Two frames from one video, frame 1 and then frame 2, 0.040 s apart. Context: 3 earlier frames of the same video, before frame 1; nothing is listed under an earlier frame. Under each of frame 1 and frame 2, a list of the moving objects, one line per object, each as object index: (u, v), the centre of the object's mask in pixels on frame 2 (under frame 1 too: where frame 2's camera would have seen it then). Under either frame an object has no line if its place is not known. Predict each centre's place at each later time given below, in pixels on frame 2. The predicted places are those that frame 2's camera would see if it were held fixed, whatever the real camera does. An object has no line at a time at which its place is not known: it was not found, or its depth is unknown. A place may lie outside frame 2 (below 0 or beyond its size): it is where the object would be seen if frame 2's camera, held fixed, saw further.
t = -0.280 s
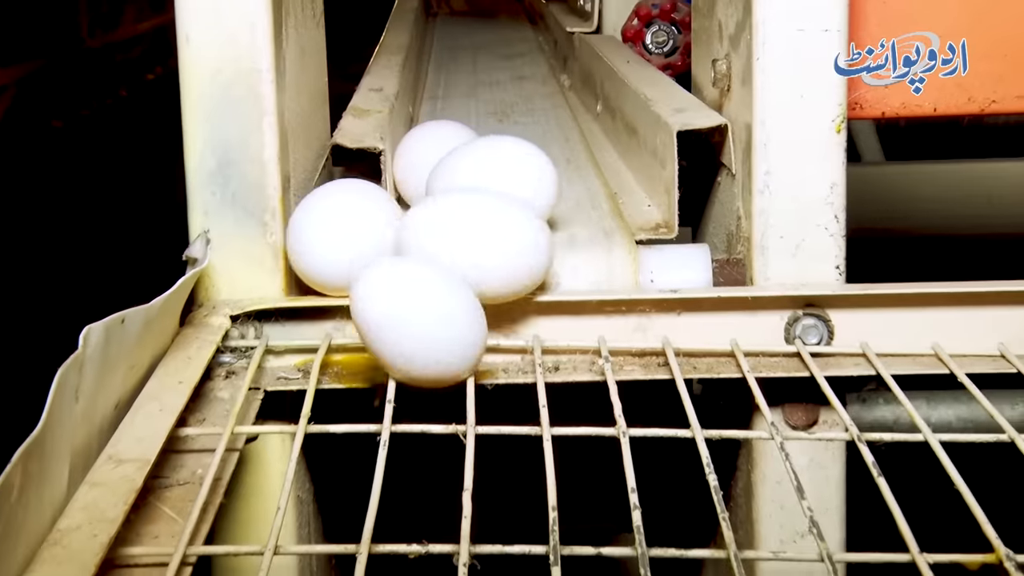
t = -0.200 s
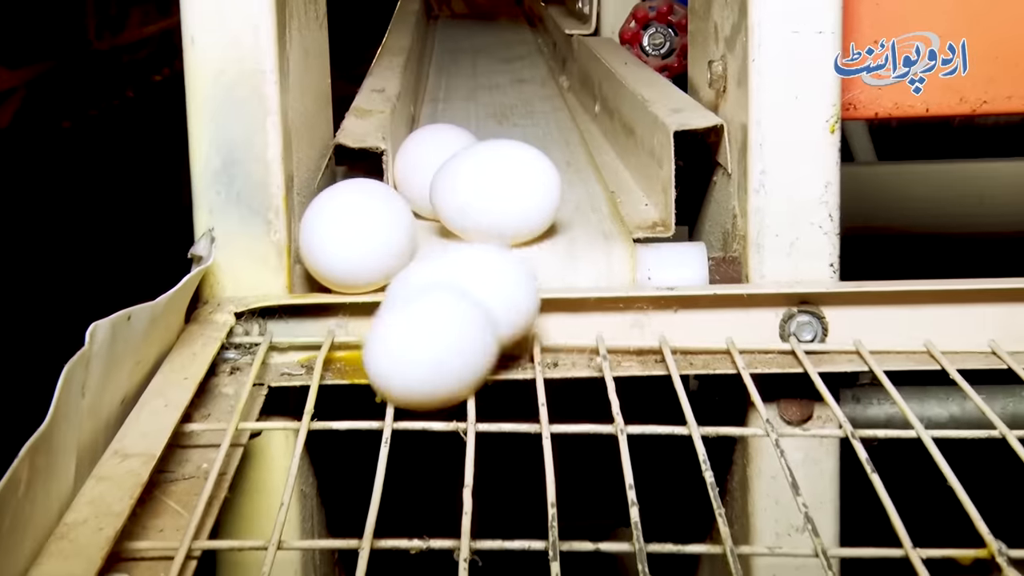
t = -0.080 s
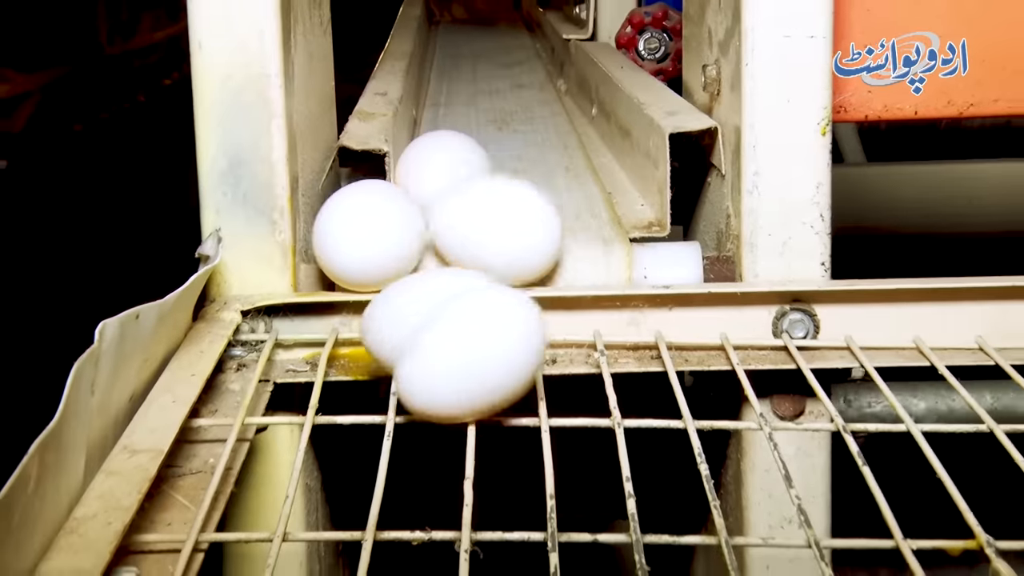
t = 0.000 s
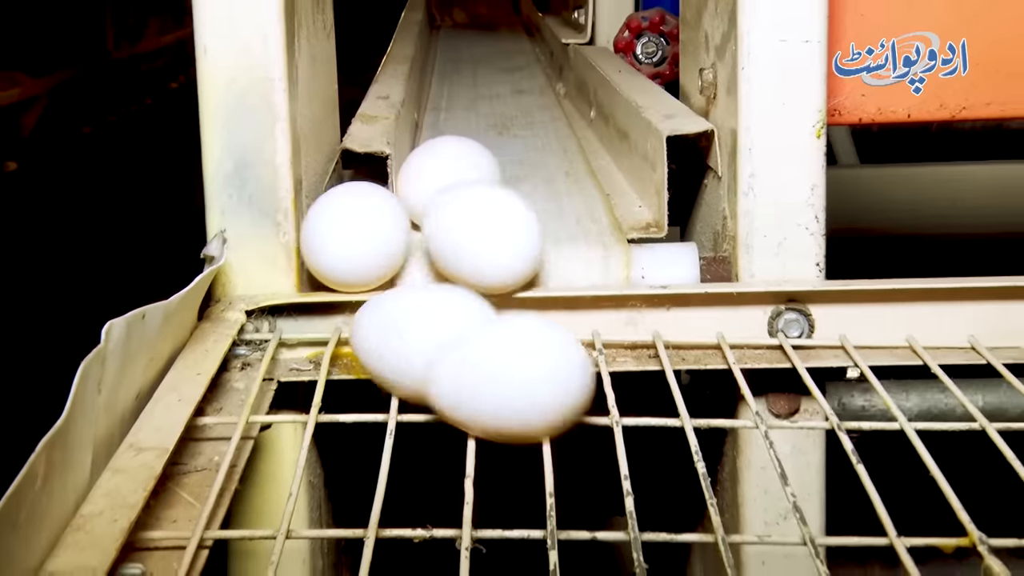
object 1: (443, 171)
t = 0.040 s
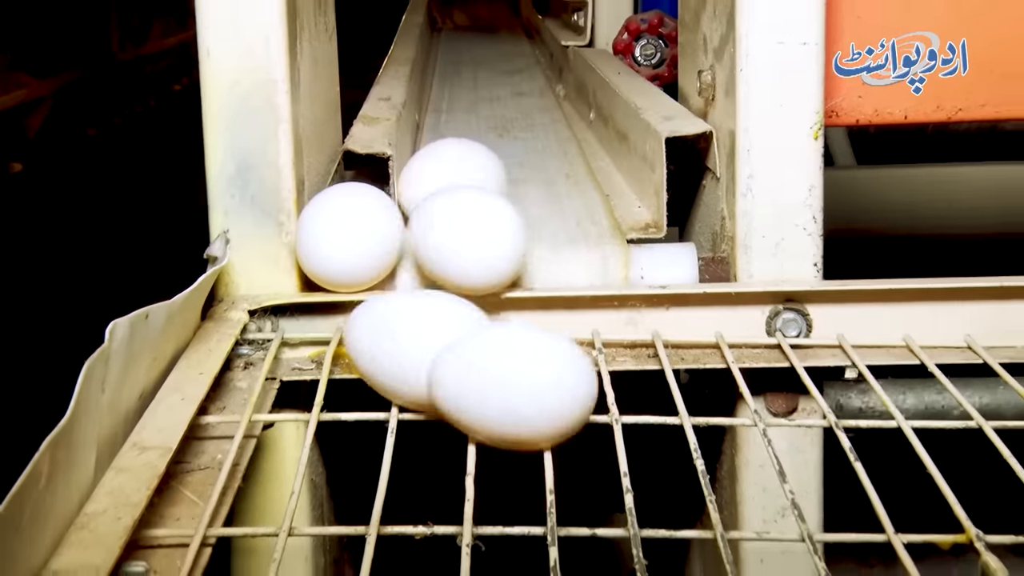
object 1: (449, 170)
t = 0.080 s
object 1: (455, 172)
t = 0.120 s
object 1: (457, 174)
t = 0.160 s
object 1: (456, 175)
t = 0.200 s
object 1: (452, 175)
